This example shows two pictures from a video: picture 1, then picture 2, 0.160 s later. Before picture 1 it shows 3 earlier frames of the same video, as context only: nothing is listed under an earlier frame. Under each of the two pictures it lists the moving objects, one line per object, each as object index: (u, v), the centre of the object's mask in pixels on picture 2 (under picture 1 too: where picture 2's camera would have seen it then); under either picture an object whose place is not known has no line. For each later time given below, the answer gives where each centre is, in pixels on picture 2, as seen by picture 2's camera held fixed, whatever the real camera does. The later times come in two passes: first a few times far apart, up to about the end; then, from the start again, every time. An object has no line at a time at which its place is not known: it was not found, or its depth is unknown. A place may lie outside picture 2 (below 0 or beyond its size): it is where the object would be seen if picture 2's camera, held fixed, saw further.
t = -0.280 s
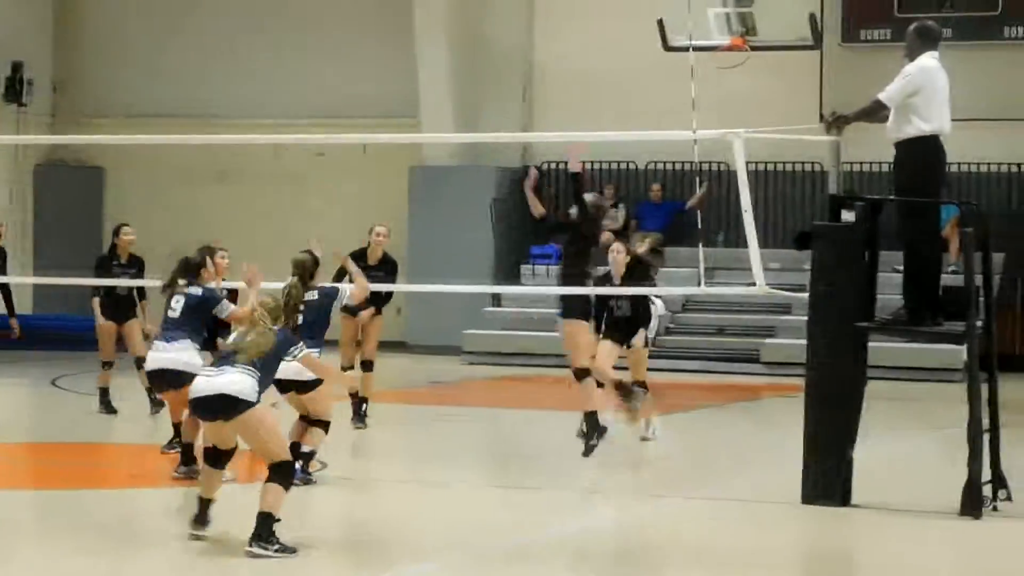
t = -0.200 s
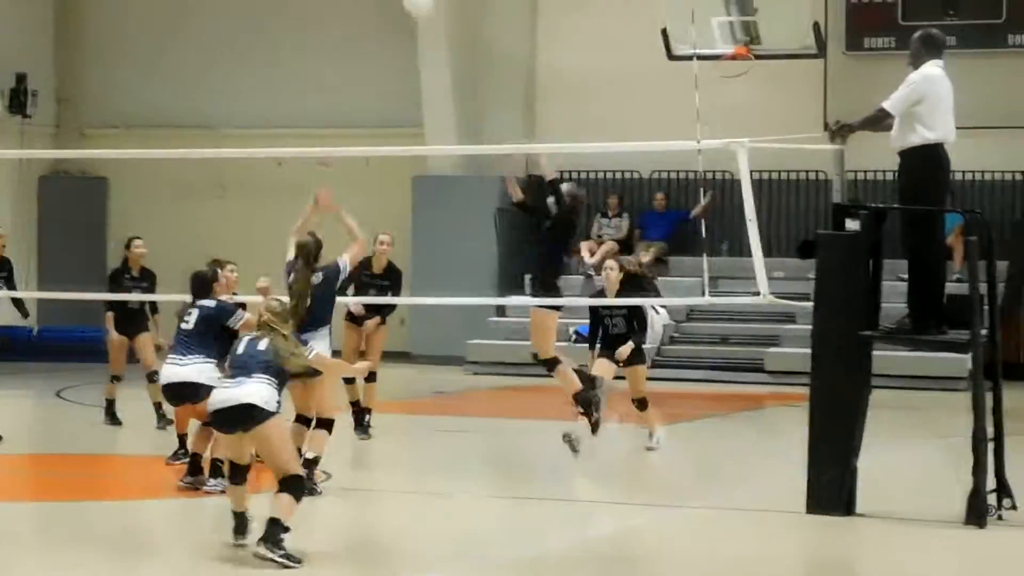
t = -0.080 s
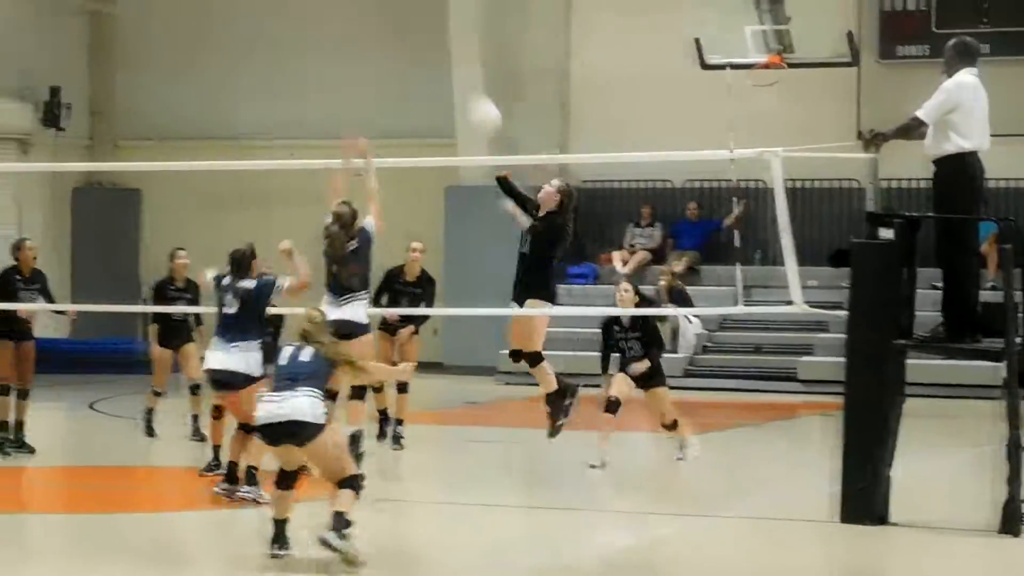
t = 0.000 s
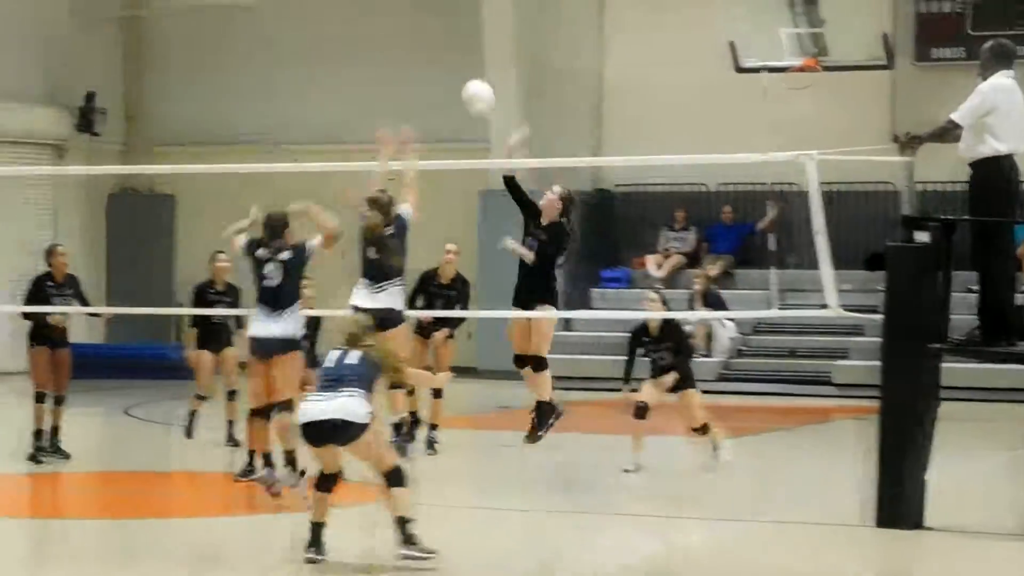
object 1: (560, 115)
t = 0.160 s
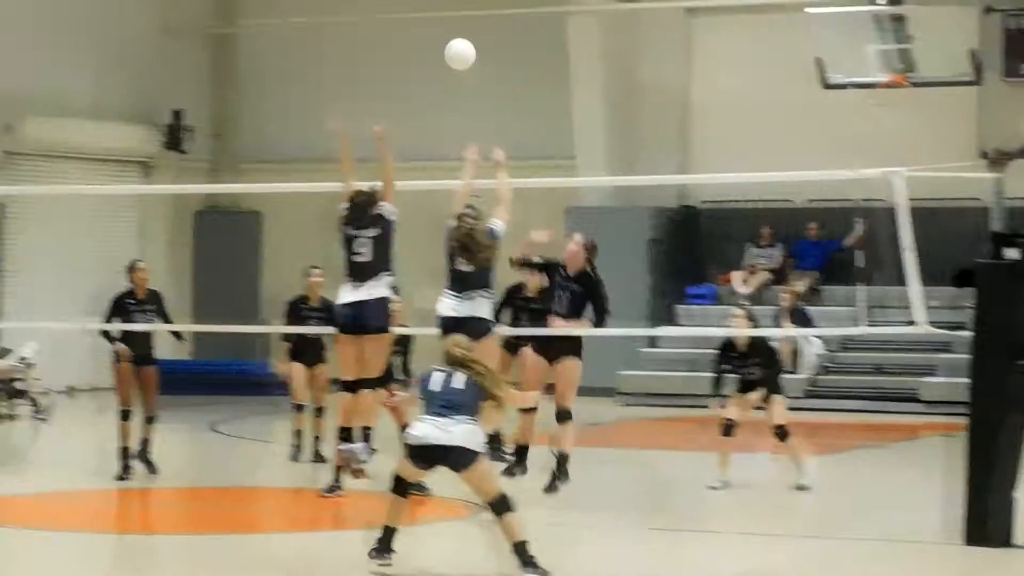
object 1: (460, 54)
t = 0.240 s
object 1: (410, 39)
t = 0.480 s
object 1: (256, 50)
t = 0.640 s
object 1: (155, 99)
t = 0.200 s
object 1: (435, 45)
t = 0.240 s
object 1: (410, 39)
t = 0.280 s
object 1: (384, 34)
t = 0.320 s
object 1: (358, 32)
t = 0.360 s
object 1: (332, 33)
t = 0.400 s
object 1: (306, 36)
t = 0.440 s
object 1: (281, 42)
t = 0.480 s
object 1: (256, 50)
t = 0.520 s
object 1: (231, 58)
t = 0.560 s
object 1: (206, 69)
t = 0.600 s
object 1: (181, 83)
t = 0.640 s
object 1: (155, 99)
